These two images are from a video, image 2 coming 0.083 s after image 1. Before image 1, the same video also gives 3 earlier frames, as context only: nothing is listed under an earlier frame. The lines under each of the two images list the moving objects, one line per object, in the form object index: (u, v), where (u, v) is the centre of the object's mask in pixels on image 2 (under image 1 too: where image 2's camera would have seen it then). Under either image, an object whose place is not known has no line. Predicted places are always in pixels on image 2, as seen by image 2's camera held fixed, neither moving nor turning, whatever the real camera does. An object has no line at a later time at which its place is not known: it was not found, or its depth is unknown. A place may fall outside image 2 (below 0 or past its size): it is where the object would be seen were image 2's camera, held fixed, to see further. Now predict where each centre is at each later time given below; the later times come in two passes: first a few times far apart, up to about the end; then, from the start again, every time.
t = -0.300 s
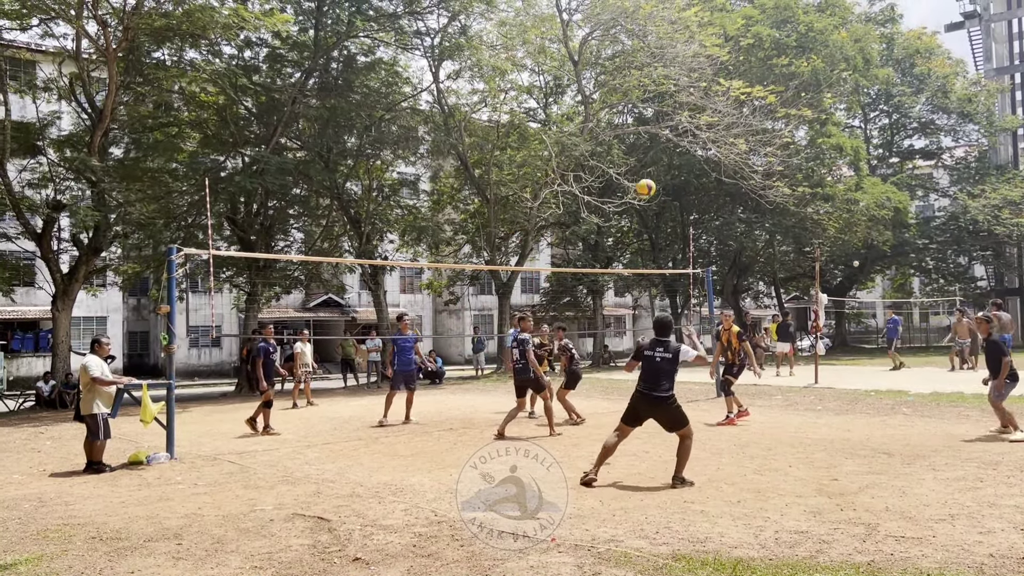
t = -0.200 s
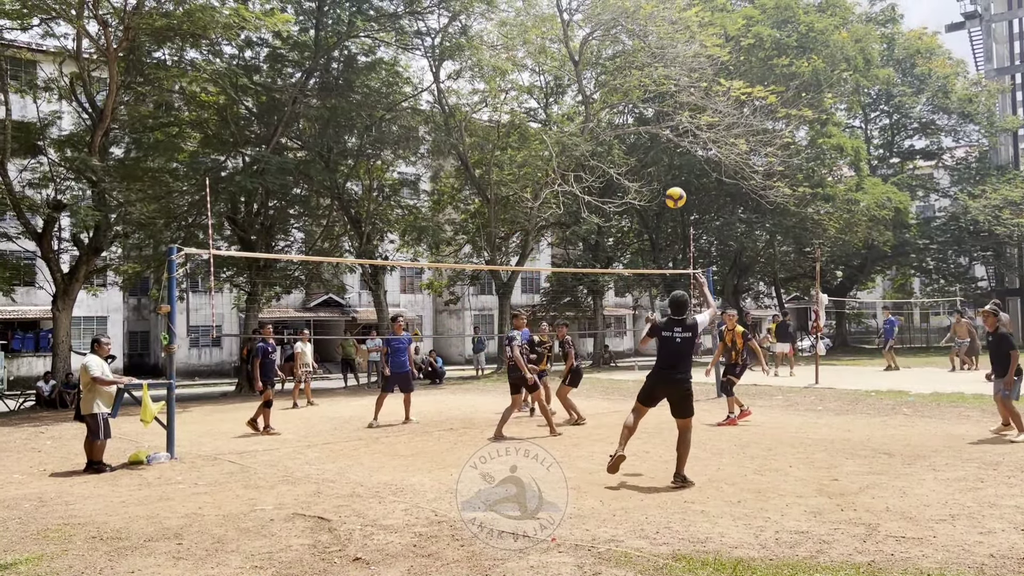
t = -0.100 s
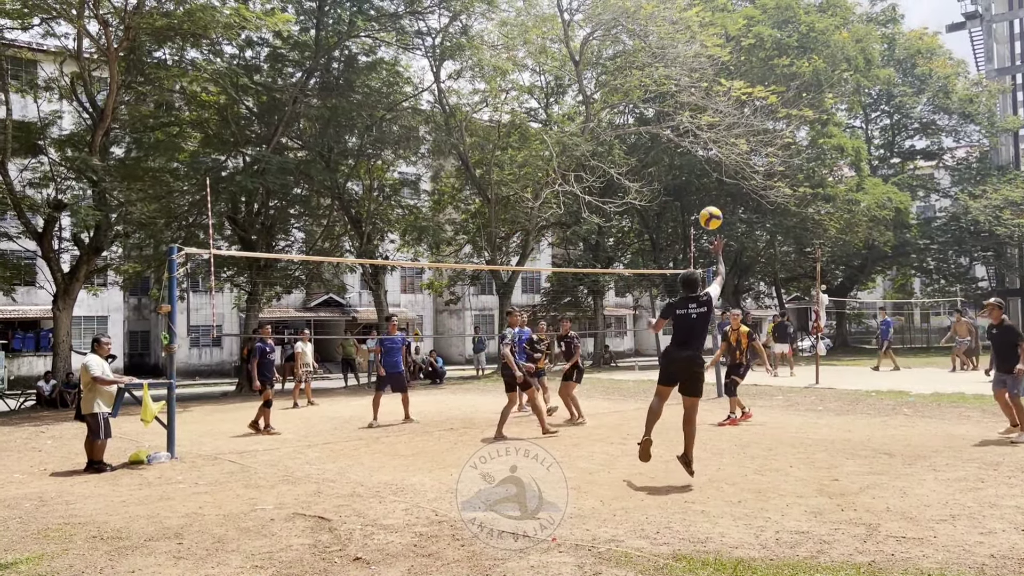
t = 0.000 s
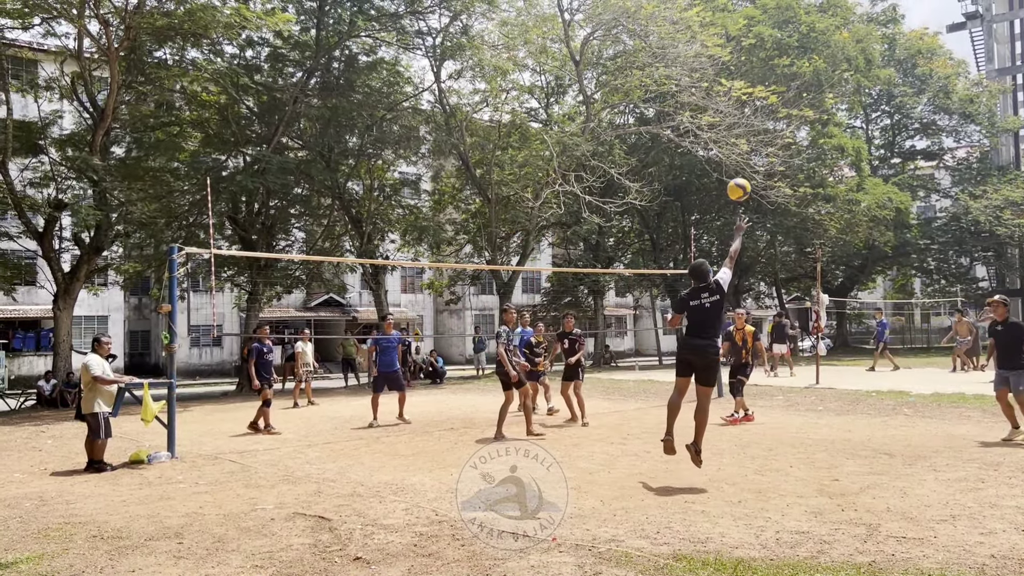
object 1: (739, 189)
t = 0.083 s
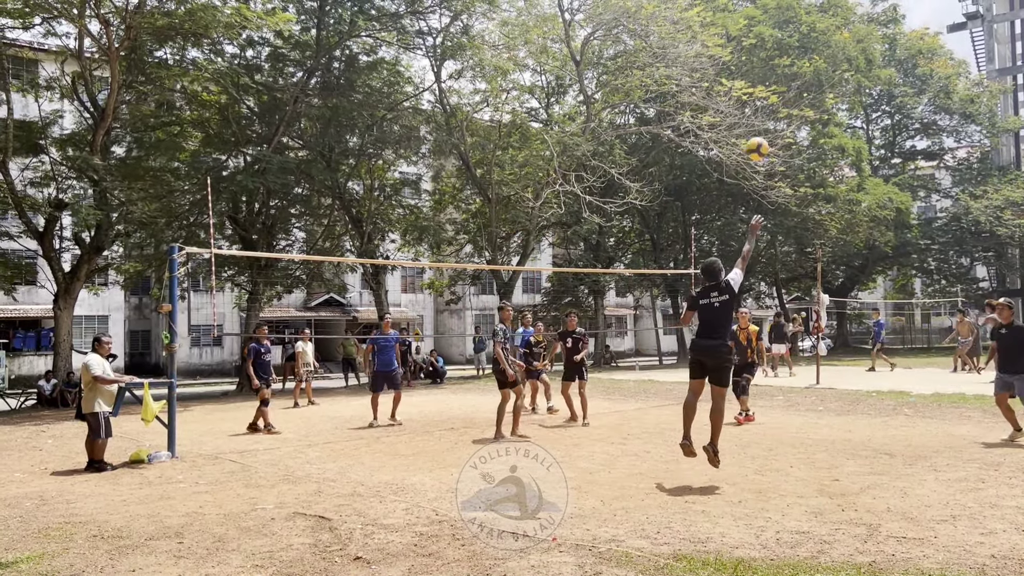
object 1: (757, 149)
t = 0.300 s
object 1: (799, 82)
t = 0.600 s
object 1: (851, 67)
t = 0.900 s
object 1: (898, 132)
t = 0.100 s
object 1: (760, 142)
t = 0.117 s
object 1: (764, 135)
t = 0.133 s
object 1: (767, 128)
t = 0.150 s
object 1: (770, 123)
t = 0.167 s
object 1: (774, 117)
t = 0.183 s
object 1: (777, 111)
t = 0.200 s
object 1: (779, 106)
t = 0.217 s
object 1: (784, 101)
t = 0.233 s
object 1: (787, 97)
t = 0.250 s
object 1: (790, 93)
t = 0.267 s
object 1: (794, 88)
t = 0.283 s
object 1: (797, 85)
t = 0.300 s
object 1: (799, 82)
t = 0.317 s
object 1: (802, 79)
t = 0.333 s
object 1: (805, 76)
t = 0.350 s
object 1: (808, 73)
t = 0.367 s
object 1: (811, 71)
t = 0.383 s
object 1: (814, 69)
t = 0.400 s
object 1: (817, 67)
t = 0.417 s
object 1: (820, 66)
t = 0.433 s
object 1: (823, 65)
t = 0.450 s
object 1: (826, 64)
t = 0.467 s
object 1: (829, 64)
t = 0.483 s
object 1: (831, 63)
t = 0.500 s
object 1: (834, 63)
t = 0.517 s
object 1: (837, 63)
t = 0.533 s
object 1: (840, 64)
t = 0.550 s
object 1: (843, 65)
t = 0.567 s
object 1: (845, 66)
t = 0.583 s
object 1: (848, 67)
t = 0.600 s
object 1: (851, 67)
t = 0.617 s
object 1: (854, 69)
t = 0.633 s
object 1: (856, 71)
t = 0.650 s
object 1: (859, 74)
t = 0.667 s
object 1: (863, 75)
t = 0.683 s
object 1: (864, 79)
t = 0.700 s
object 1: (867, 81)
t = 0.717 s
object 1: (870, 85)
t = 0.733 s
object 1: (872, 88)
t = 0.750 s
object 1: (875, 91)
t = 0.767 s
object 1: (878, 94)
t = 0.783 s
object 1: (880, 99)
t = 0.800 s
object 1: (883, 103)
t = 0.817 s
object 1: (885, 107)
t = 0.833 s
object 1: (888, 112)
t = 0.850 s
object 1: (890, 116)
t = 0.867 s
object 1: (892, 122)
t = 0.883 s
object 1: (895, 127)
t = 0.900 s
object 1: (898, 132)
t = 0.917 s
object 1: (900, 138)
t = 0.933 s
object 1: (903, 144)
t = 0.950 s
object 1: (905, 150)
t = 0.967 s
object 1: (908, 156)
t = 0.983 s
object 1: (910, 162)
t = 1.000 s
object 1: (912, 168)
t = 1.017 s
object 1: (915, 175)
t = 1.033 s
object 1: (917, 181)
